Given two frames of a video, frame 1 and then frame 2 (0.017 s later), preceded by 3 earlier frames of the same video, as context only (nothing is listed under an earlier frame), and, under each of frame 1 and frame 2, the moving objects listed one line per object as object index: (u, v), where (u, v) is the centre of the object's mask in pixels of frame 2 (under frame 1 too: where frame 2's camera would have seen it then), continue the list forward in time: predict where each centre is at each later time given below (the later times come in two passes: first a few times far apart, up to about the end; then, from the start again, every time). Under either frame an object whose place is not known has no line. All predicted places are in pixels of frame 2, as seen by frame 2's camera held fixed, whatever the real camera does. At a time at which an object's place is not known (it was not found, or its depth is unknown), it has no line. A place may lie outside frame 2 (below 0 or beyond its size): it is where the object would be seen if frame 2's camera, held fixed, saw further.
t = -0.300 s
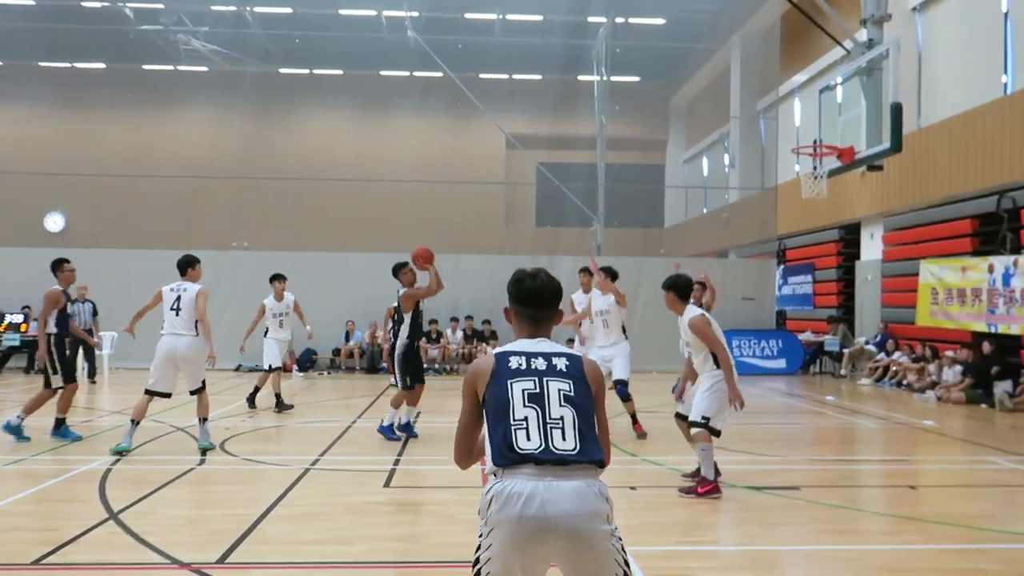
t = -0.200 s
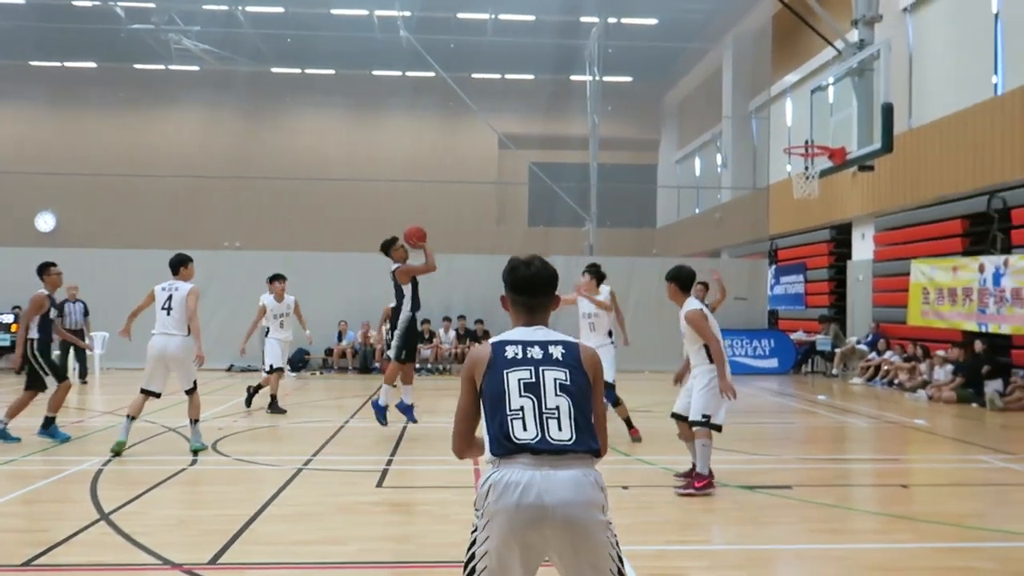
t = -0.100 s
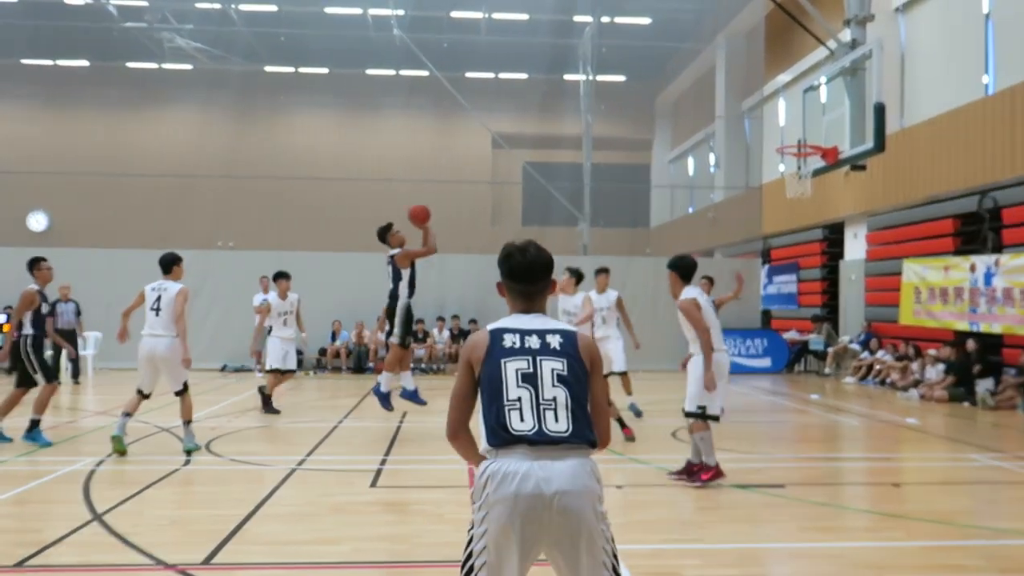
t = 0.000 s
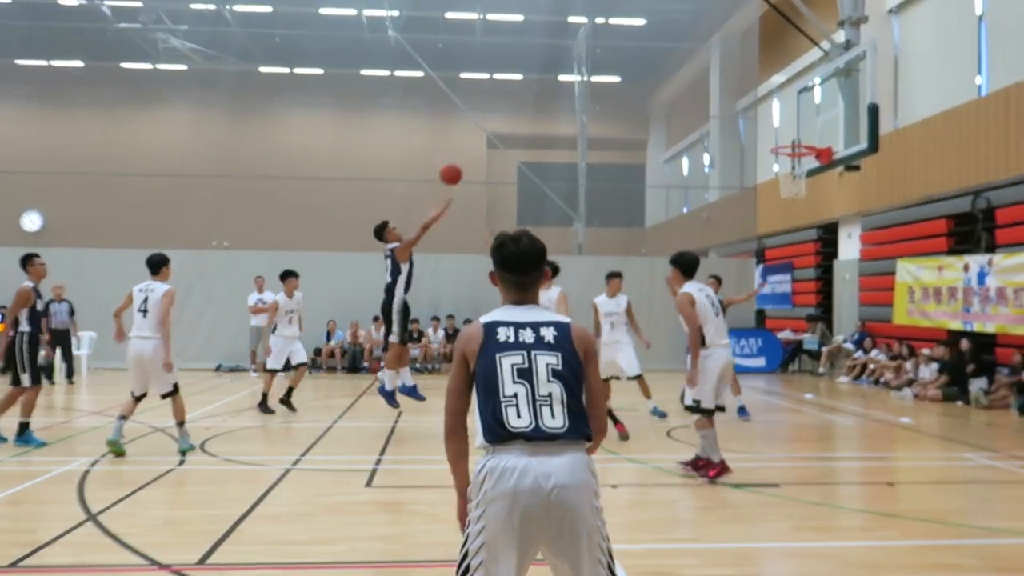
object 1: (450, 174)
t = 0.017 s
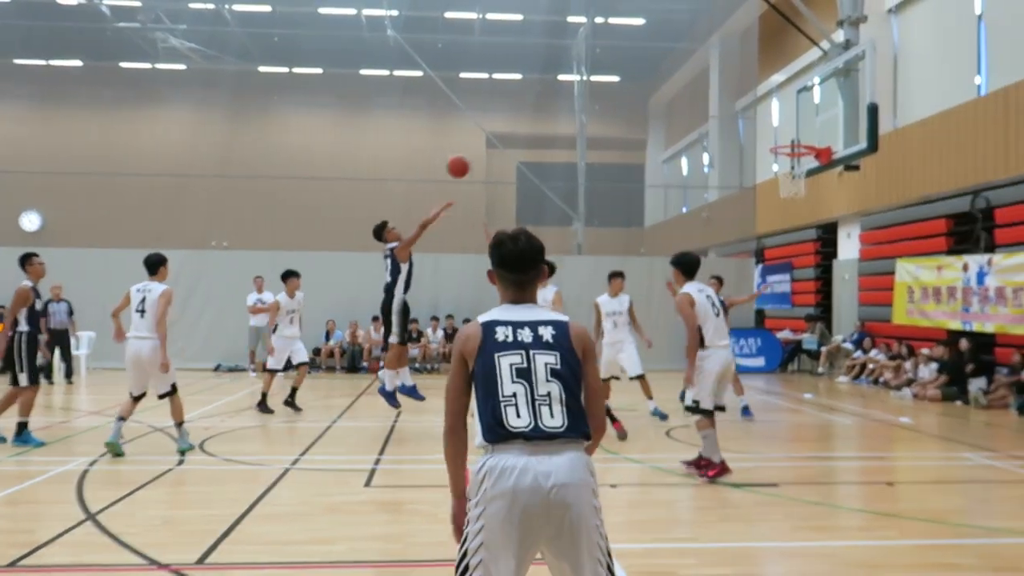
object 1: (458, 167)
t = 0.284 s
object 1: (583, 90)
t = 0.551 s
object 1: (702, 79)
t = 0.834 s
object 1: (806, 134)
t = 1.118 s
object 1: (789, 118)
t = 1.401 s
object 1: (806, 131)
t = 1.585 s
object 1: (818, 187)
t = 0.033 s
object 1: (466, 160)
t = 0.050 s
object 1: (474, 153)
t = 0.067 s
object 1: (482, 147)
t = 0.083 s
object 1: (490, 141)
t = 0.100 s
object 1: (497, 136)
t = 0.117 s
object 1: (505, 130)
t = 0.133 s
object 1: (513, 125)
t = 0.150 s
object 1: (521, 120)
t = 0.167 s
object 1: (529, 116)
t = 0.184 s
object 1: (536, 112)
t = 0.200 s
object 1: (544, 107)
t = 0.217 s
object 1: (552, 103)
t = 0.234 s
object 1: (559, 100)
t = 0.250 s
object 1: (567, 96)
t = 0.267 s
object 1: (576, 94)
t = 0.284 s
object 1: (583, 90)
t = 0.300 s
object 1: (590, 88)
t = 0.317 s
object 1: (597, 85)
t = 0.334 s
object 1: (605, 83)
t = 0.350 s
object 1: (614, 81)
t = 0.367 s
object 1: (621, 79)
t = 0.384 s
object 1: (629, 78)
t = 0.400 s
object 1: (635, 77)
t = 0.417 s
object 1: (643, 78)
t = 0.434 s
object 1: (650, 78)
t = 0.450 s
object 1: (658, 76)
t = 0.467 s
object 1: (665, 75)
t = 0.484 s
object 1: (672, 76)
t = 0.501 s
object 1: (680, 77)
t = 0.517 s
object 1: (687, 77)
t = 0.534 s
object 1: (695, 78)
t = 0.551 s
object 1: (702, 79)
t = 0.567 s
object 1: (710, 81)
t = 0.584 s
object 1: (717, 82)
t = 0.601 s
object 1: (725, 84)
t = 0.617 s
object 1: (732, 86)
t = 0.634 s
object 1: (739, 89)
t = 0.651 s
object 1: (746, 91)
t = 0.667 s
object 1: (754, 95)
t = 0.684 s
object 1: (761, 98)
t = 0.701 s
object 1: (768, 101)
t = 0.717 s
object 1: (776, 104)
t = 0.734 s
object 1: (783, 108)
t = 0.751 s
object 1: (789, 113)
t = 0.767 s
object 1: (796, 117)
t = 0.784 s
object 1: (803, 122)
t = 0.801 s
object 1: (810, 126)
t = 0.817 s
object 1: (812, 130)
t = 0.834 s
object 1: (806, 134)
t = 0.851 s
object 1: (801, 136)
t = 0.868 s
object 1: (796, 139)
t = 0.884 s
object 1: (791, 140)
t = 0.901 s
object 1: (788, 145)
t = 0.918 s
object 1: (782, 144)
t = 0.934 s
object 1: (782, 141)
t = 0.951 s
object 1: (782, 140)
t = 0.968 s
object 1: (782, 139)
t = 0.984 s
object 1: (783, 137)
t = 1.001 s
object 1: (783, 134)
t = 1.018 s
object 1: (784, 131)
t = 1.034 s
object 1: (785, 128)
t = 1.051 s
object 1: (786, 126)
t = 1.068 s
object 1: (787, 124)
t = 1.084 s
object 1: (788, 121)
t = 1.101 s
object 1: (789, 119)
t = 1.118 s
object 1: (789, 118)
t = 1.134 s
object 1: (790, 116)
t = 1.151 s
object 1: (791, 115)
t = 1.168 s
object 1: (792, 114)
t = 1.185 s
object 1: (793, 114)
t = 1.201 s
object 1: (794, 113)
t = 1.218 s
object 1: (794, 113)
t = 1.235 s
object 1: (796, 113)
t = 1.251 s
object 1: (797, 114)
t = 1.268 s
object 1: (797, 114)
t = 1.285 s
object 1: (799, 115)
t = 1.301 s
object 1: (799, 117)
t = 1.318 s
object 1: (800, 118)
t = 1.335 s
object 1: (802, 120)
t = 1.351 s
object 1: (803, 122)
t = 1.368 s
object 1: (804, 125)
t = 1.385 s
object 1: (805, 128)
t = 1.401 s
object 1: (806, 131)
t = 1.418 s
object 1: (807, 134)
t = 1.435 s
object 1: (808, 138)
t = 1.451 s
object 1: (809, 142)
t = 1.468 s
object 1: (811, 146)
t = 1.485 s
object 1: (811, 151)
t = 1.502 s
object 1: (811, 156)
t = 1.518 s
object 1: (813, 161)
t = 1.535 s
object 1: (814, 168)
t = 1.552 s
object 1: (816, 174)
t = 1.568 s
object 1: (817, 180)
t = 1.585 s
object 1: (818, 187)
